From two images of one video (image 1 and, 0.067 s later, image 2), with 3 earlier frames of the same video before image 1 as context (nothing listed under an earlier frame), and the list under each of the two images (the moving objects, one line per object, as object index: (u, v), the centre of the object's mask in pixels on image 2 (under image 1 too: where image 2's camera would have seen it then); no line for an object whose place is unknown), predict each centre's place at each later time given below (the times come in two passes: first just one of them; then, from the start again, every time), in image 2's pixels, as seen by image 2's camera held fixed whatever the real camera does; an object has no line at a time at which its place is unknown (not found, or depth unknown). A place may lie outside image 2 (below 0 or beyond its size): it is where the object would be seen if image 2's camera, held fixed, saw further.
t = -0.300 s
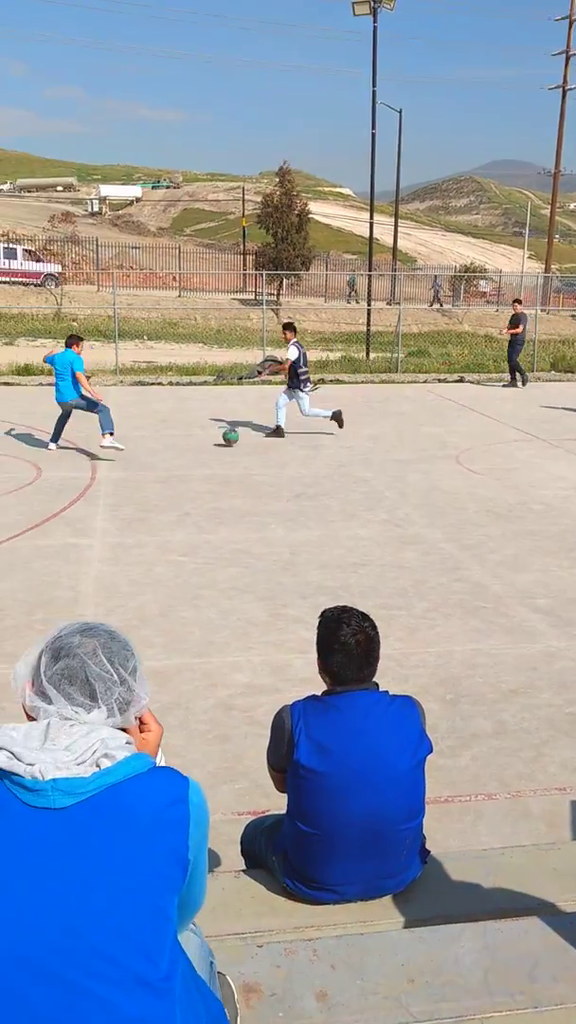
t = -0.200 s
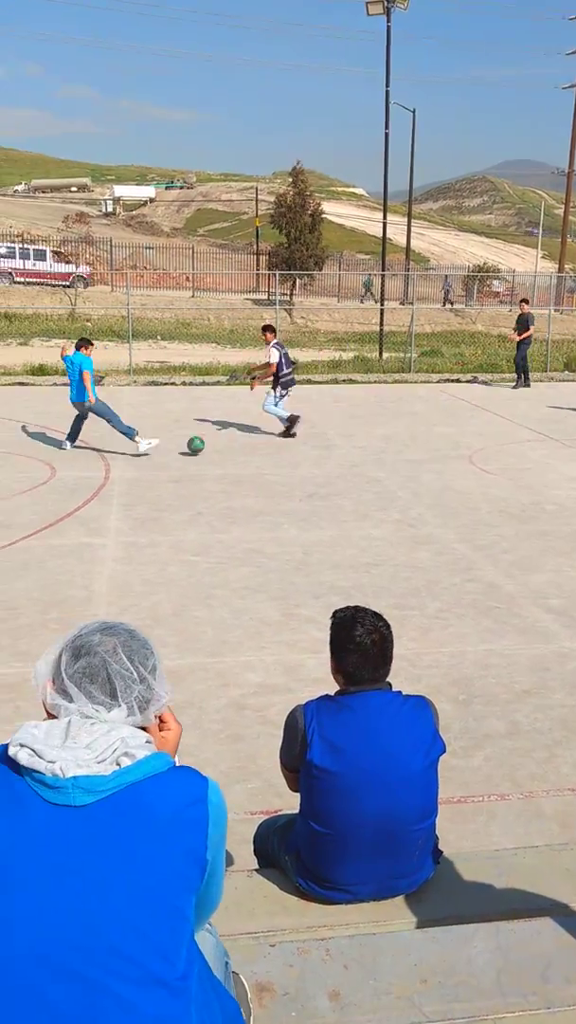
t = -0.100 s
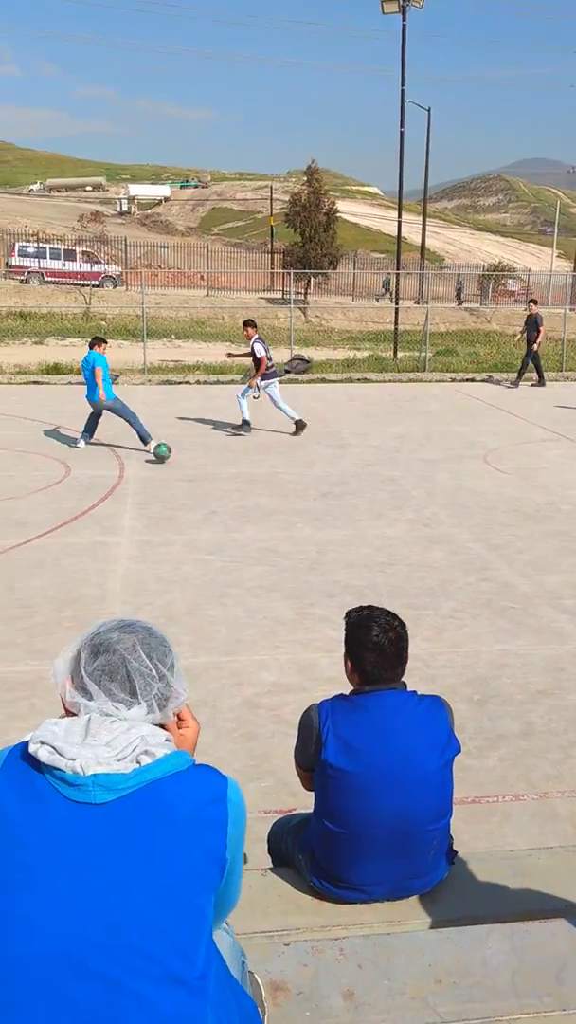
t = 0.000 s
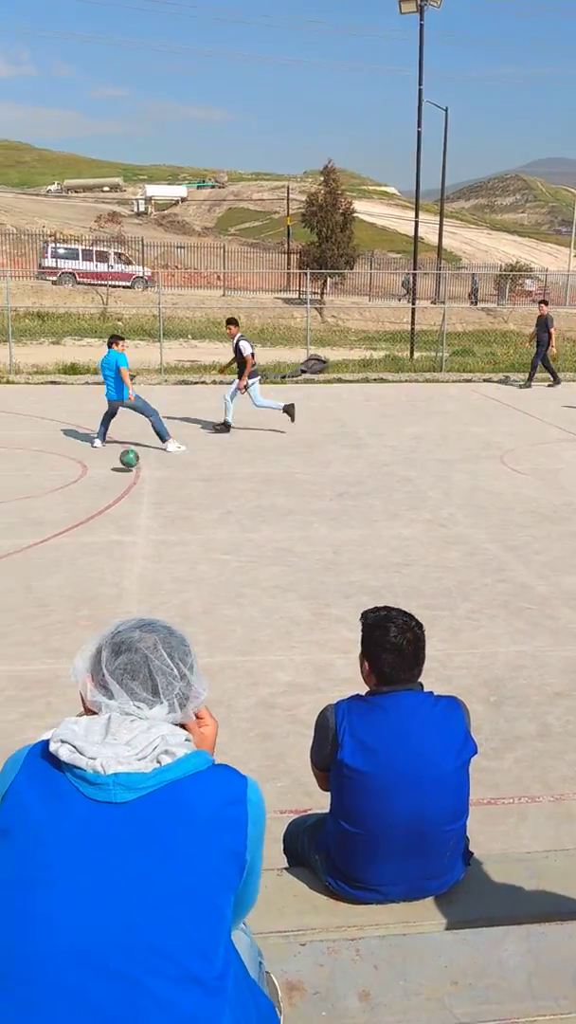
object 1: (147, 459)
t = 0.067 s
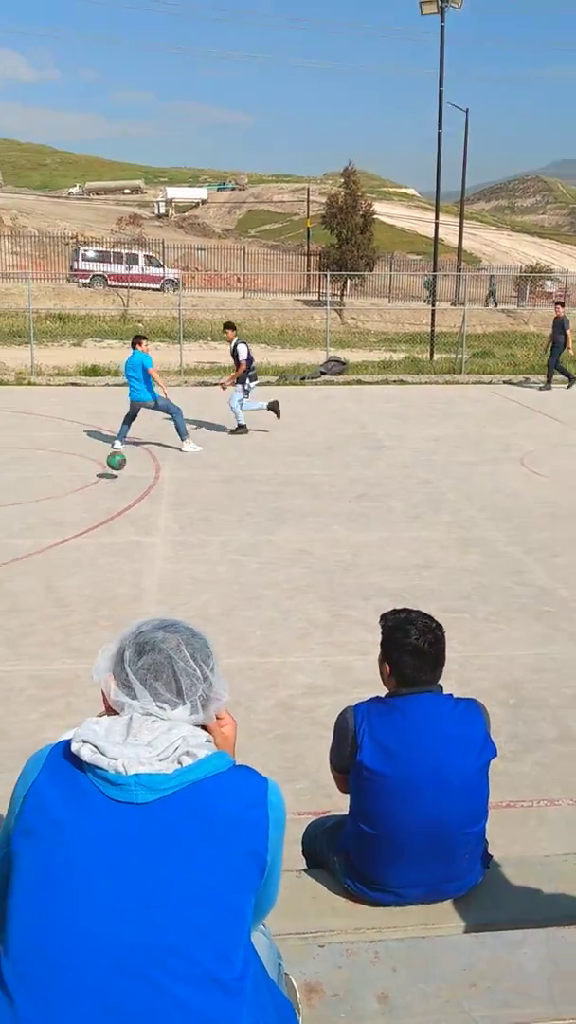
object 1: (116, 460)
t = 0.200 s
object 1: (52, 477)
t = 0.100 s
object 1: (100, 462)
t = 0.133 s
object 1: (85, 466)
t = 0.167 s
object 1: (69, 471)
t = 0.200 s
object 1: (52, 477)
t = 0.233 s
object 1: (36, 484)
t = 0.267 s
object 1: (18, 488)
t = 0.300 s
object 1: (1, 487)
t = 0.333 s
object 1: (-18, 486)
